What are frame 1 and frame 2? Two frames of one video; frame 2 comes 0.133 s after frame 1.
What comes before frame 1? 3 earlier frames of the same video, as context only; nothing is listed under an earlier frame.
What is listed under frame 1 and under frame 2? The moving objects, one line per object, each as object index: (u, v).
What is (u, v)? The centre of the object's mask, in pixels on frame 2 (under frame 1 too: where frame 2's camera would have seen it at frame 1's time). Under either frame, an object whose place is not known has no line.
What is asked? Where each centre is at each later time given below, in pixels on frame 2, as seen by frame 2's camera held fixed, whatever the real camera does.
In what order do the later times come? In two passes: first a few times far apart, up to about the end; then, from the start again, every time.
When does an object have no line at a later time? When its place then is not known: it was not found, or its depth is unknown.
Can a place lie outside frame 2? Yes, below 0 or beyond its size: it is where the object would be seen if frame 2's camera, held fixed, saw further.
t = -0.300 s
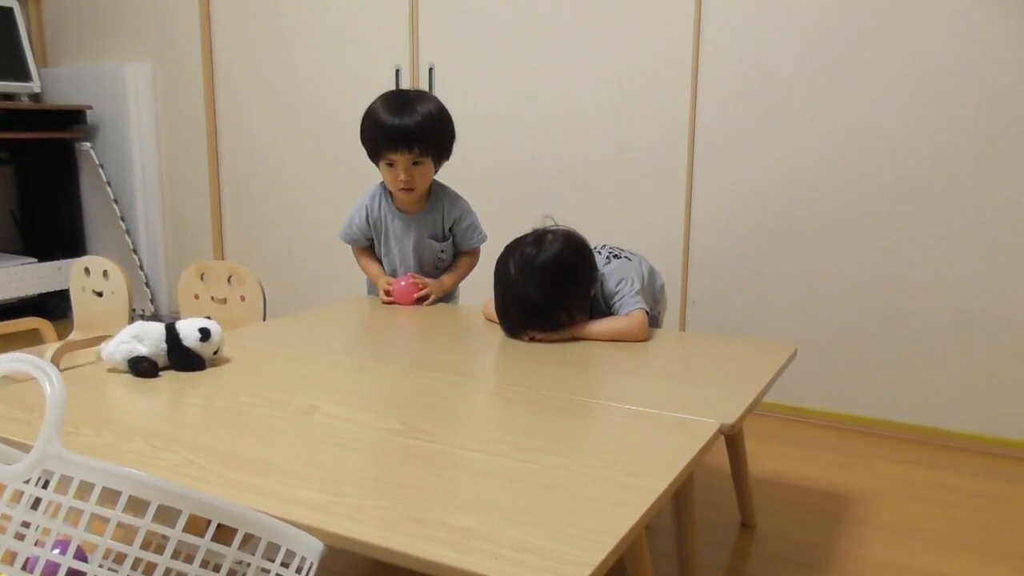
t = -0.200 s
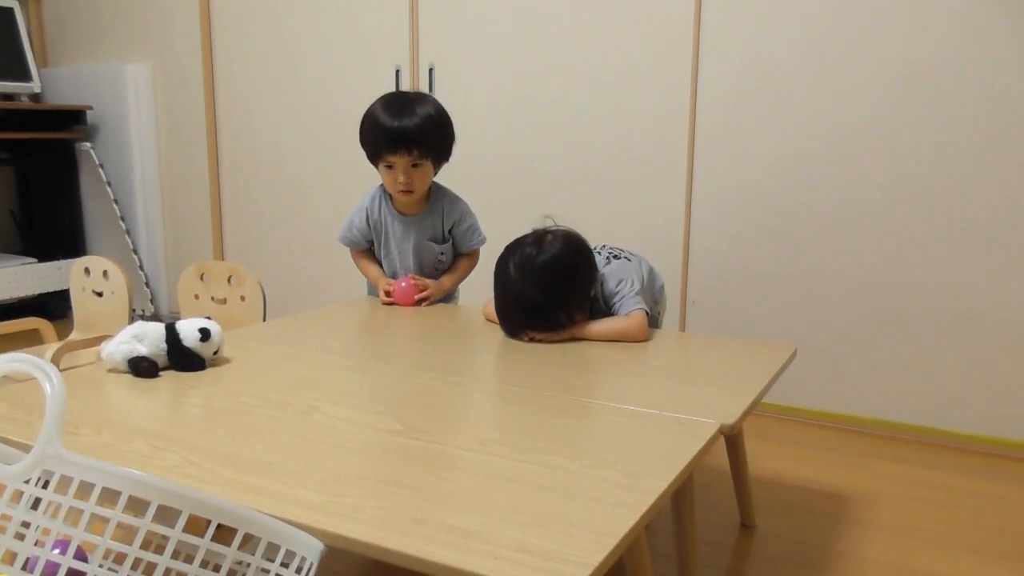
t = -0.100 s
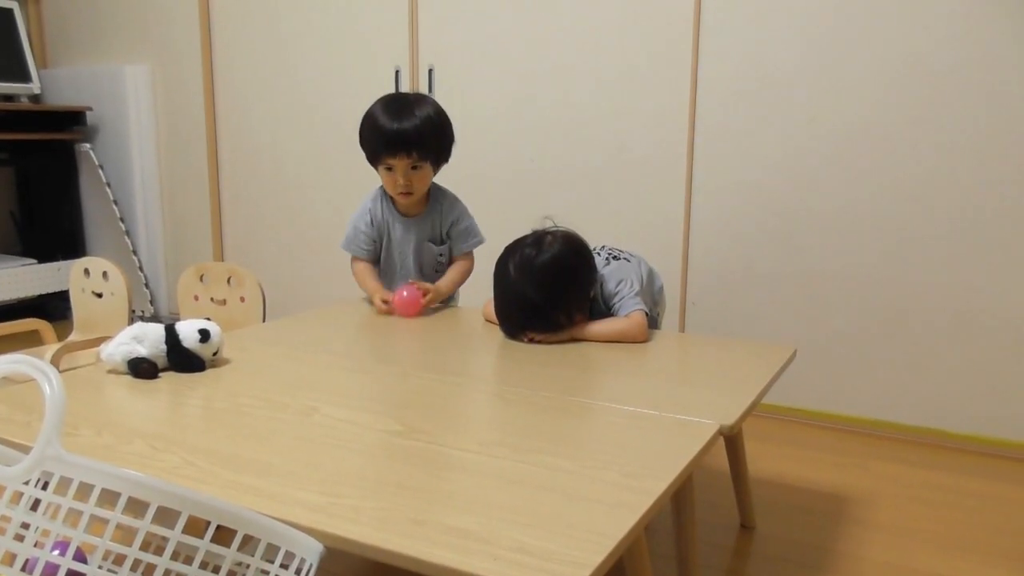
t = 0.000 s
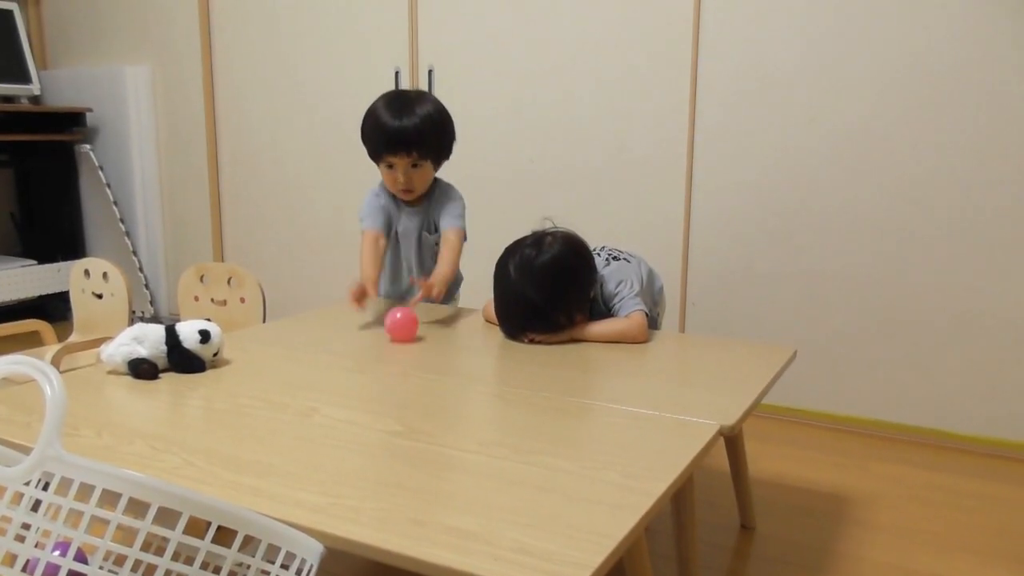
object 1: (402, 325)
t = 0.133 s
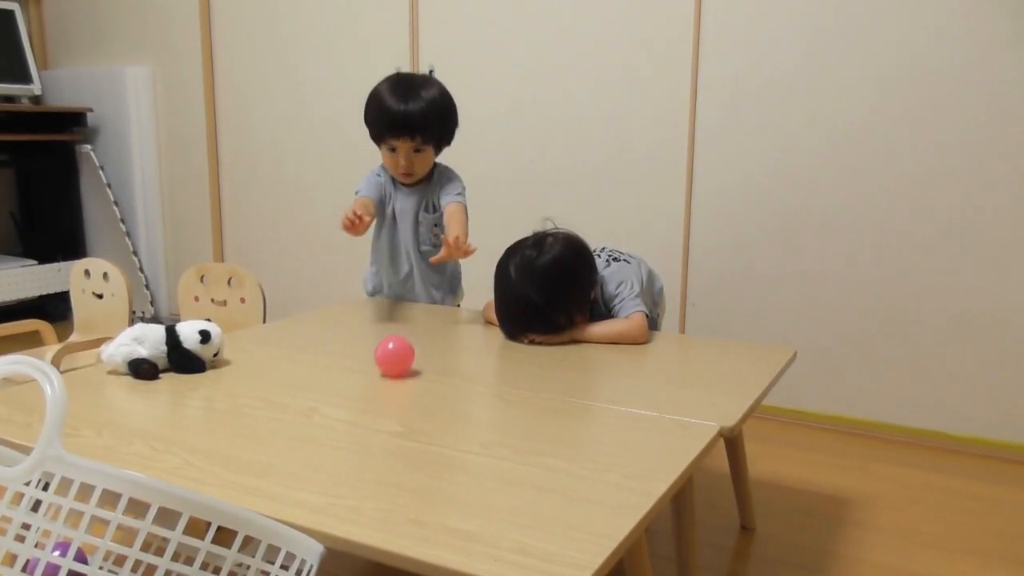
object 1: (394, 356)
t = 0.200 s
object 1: (390, 372)
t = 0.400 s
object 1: (378, 422)
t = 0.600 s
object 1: (365, 493)
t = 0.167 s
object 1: (392, 365)
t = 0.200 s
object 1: (390, 372)
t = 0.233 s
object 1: (389, 380)
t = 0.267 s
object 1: (388, 388)
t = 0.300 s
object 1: (387, 396)
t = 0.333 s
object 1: (384, 404)
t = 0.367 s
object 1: (380, 411)
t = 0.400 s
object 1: (378, 422)
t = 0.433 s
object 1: (378, 431)
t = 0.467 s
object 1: (374, 441)
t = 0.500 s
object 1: (371, 454)
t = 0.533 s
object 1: (369, 467)
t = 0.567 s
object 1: (368, 480)
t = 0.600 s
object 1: (365, 493)
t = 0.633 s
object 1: (361, 507)
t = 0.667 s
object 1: (355, 522)
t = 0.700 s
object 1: (350, 545)
